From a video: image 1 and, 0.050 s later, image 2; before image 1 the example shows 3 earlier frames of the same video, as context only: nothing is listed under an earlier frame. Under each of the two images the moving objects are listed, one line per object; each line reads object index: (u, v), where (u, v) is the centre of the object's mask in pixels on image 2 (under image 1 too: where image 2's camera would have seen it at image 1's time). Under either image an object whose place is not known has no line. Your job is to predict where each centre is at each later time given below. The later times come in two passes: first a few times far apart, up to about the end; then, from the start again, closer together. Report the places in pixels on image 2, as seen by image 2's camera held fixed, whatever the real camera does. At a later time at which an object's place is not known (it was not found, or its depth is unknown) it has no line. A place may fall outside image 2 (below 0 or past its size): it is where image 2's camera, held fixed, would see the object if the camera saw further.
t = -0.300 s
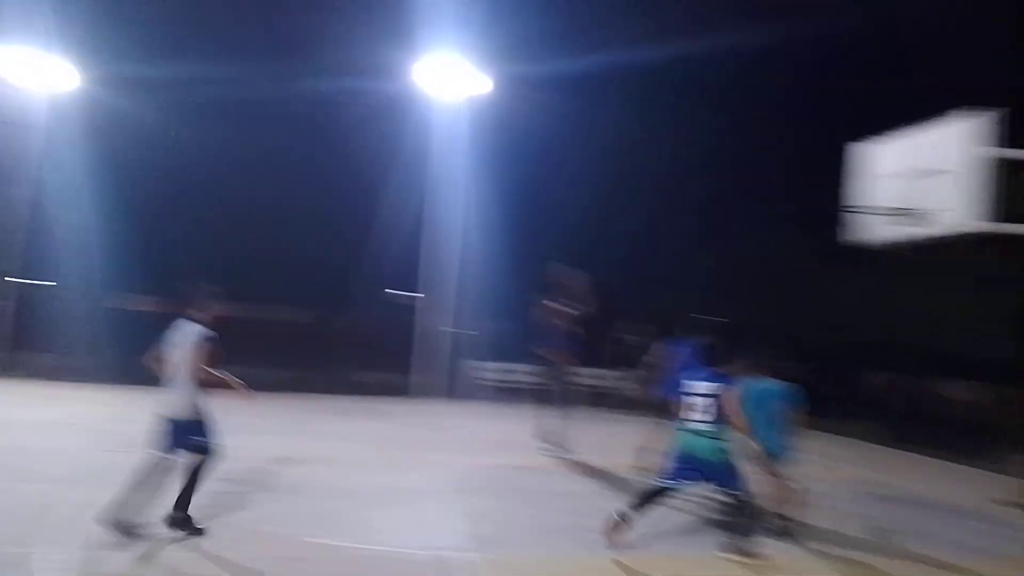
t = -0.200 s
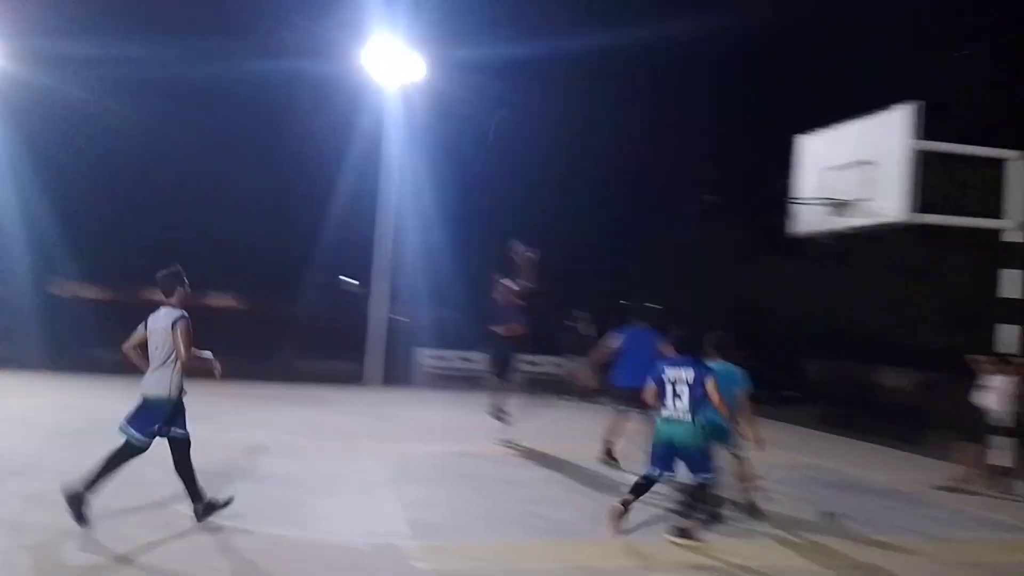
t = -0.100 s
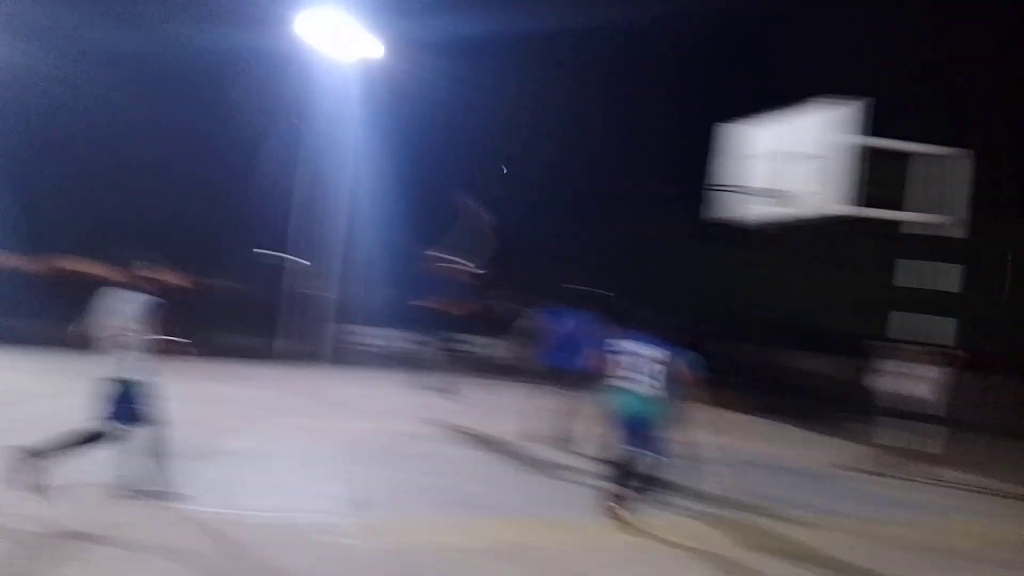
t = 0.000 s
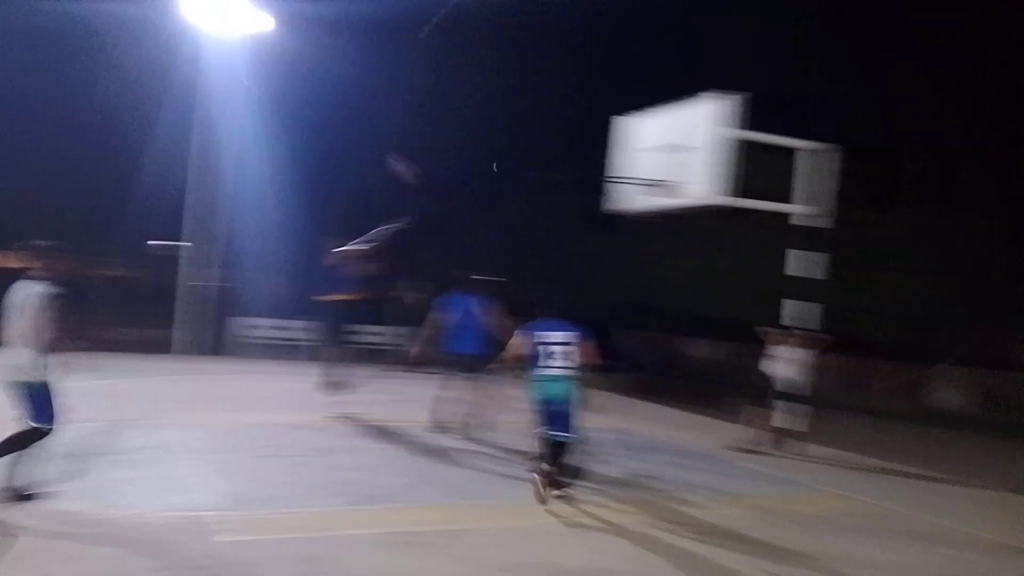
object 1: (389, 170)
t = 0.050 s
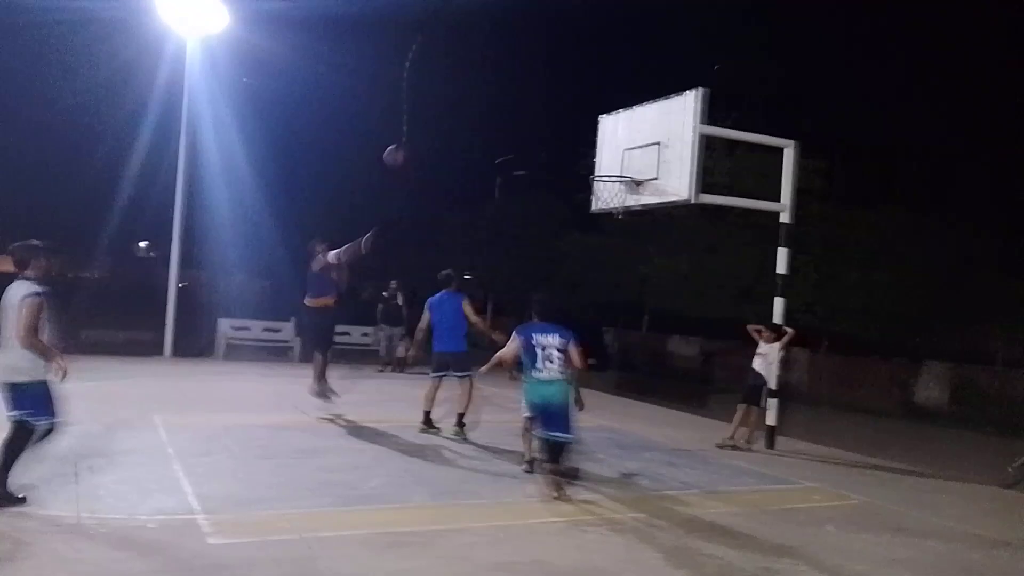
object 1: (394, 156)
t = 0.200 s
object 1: (440, 133)
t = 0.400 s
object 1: (506, 129)
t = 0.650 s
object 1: (583, 168)
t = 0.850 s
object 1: (644, 215)
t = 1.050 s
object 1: (664, 279)
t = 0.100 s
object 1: (408, 147)
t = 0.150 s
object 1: (425, 139)
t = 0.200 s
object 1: (440, 133)
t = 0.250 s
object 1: (466, 128)
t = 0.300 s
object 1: (481, 123)
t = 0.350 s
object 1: (494, 127)
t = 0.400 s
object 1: (506, 129)
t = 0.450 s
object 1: (529, 133)
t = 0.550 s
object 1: (574, 146)
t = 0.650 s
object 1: (583, 168)
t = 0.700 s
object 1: (623, 189)
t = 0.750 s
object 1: (632, 197)
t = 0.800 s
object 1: (639, 205)
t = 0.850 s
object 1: (644, 215)
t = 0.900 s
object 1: (649, 227)
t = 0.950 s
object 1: (650, 238)
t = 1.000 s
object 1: (657, 258)
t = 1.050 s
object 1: (664, 279)
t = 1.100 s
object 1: (670, 297)
